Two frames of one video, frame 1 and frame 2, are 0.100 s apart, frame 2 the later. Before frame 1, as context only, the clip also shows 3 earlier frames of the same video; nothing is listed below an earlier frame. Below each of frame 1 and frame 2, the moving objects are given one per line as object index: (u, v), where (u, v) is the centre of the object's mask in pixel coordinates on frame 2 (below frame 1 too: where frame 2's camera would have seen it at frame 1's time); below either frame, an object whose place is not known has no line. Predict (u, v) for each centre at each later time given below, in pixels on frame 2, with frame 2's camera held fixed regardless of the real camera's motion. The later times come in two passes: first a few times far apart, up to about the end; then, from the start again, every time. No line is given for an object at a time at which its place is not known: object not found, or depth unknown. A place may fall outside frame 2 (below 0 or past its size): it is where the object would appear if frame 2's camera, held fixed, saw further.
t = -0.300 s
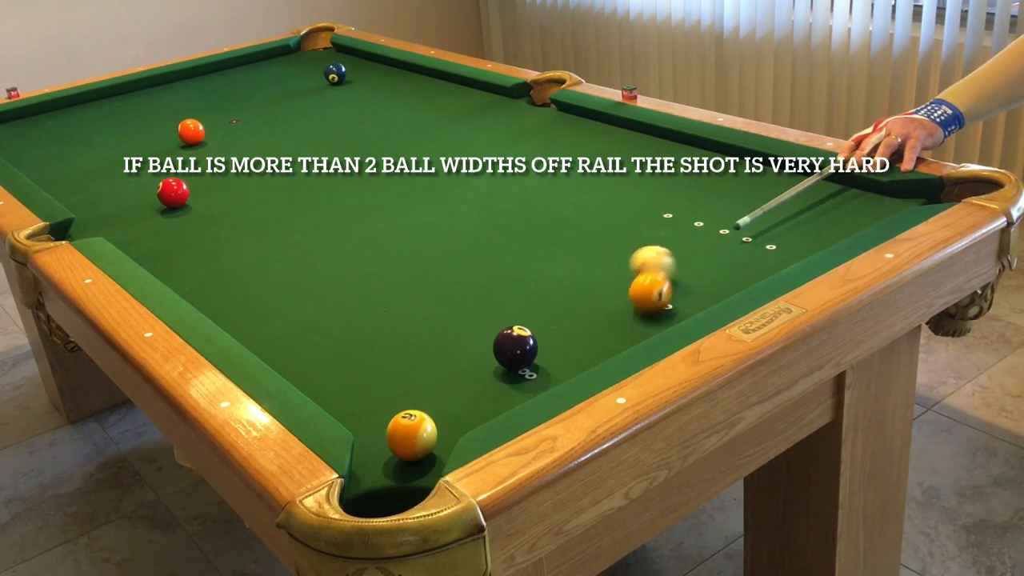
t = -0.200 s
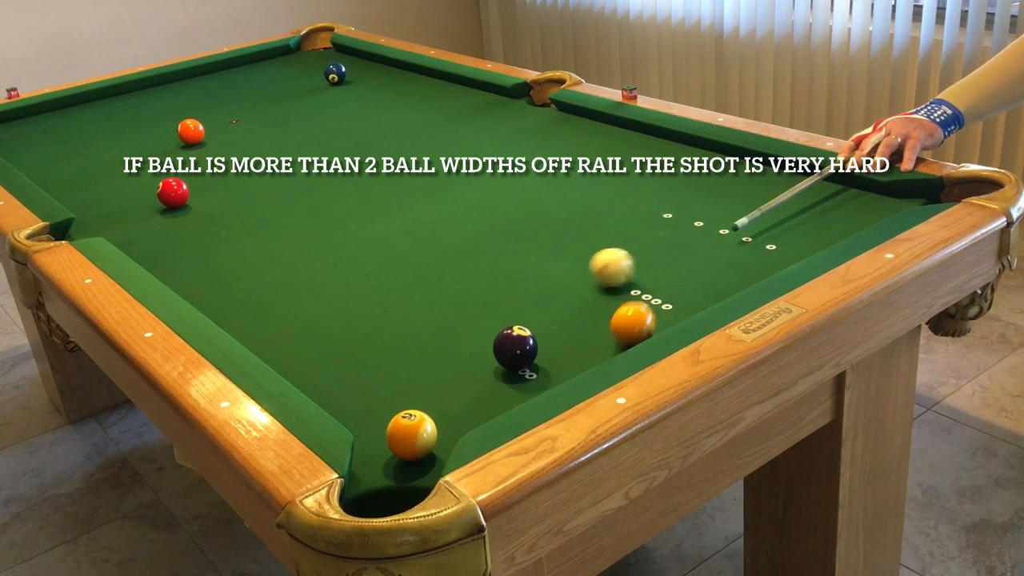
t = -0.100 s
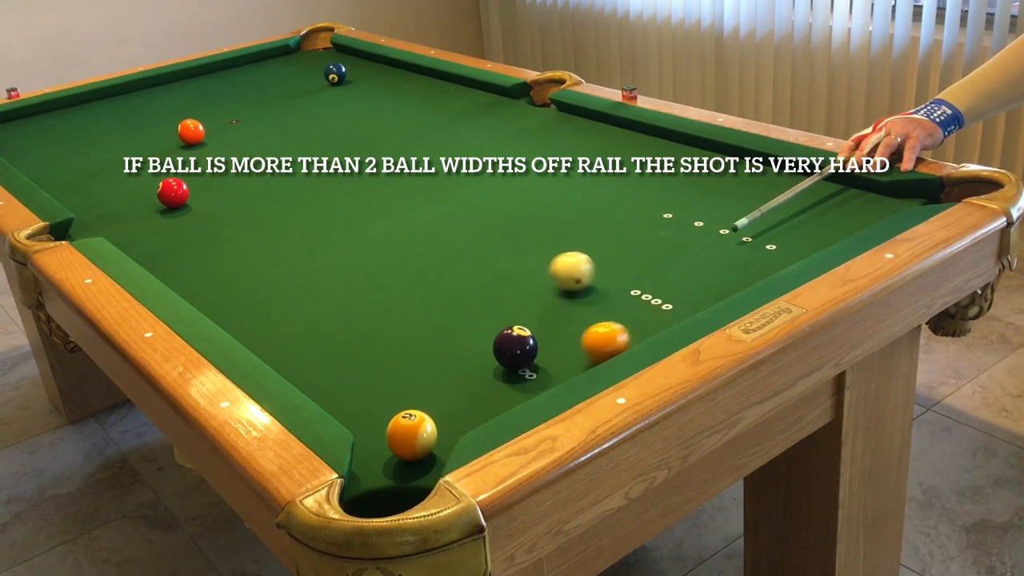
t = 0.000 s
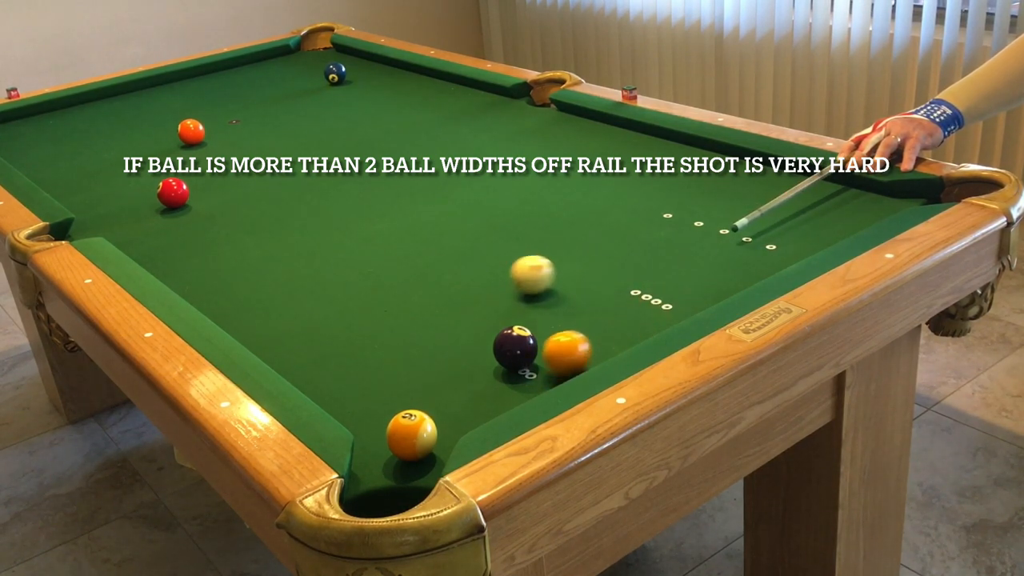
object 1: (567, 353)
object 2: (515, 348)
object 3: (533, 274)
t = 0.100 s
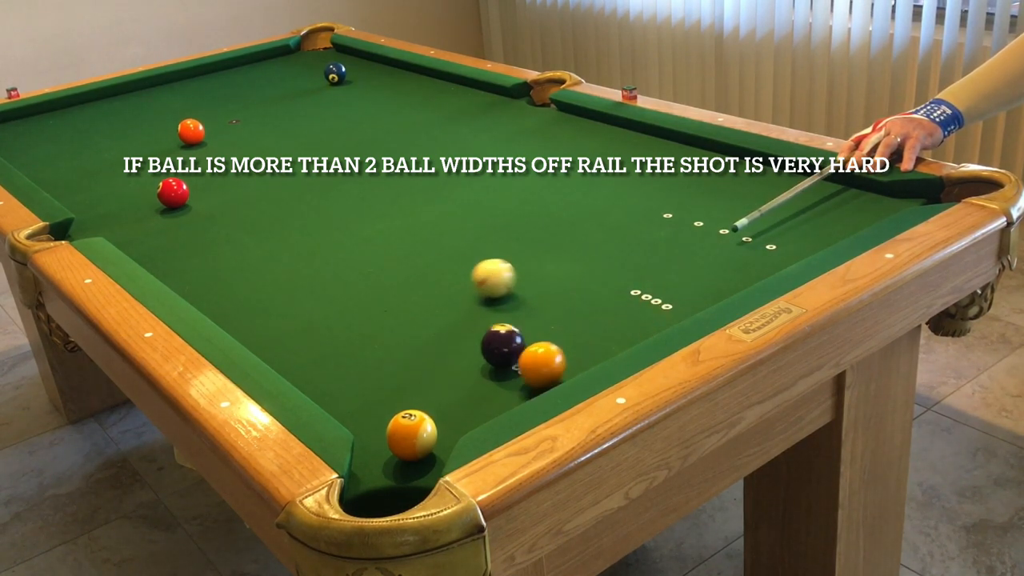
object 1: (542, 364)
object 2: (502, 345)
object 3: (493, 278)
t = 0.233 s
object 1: (513, 381)
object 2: (482, 344)
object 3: (443, 282)
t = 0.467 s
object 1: (461, 411)
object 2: (448, 338)
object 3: (357, 290)
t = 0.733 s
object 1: (445, 425)
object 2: (415, 334)
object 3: (262, 298)
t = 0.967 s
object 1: (438, 434)
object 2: (389, 330)
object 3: (218, 294)
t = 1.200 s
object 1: (434, 440)
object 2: (366, 327)
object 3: (234, 273)
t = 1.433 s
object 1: (432, 442)
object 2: (347, 324)
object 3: (249, 255)
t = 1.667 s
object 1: (432, 442)
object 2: (331, 321)
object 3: (261, 239)
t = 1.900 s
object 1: (433, 441)
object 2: (318, 318)
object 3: (271, 226)
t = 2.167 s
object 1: (433, 441)
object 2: (306, 316)
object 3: (281, 212)
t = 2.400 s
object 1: (433, 441)
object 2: (297, 315)
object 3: (288, 202)
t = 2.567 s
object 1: (433, 441)
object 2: (293, 314)
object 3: (293, 195)
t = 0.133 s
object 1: (535, 369)
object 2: (497, 345)
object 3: (481, 279)
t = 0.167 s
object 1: (527, 373)
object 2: (492, 344)
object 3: (468, 280)
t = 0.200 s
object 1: (520, 377)
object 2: (486, 343)
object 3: (455, 281)
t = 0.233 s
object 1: (513, 381)
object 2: (482, 344)
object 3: (443, 282)
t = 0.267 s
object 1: (505, 386)
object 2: (477, 343)
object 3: (430, 283)
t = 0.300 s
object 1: (498, 390)
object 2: (472, 341)
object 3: (417, 285)
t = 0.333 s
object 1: (491, 394)
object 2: (467, 341)
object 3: (406, 286)
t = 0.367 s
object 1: (483, 398)
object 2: (462, 340)
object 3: (393, 287)
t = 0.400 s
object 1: (476, 402)
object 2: (458, 340)
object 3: (381, 288)
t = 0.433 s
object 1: (468, 407)
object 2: (453, 339)
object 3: (369, 289)
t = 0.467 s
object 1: (461, 411)
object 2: (448, 338)
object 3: (357, 290)
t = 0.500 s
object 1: (455, 414)
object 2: (444, 338)
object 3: (345, 291)
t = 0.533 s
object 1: (454, 416)
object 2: (440, 337)
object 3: (333, 292)
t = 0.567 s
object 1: (452, 418)
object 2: (435, 336)
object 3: (321, 293)
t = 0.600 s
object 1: (451, 419)
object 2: (431, 335)
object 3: (309, 294)
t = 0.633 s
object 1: (449, 421)
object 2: (427, 335)
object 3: (297, 295)
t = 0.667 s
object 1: (448, 422)
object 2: (422, 335)
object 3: (285, 296)
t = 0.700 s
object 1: (446, 424)
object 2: (418, 335)
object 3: (274, 297)
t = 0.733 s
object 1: (445, 425)
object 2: (415, 334)
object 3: (262, 298)
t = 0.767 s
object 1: (444, 427)
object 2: (411, 333)
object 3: (251, 299)
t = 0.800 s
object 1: (443, 428)
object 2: (407, 333)
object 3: (240, 299)
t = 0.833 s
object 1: (442, 430)
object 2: (403, 332)
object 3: (228, 300)
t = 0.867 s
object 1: (441, 431)
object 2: (400, 331)
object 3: (217, 301)
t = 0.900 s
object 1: (440, 432)
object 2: (396, 331)
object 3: (212, 300)
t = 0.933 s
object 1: (439, 433)
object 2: (393, 330)
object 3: (215, 297)
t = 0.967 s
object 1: (438, 434)
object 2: (389, 330)
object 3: (218, 294)
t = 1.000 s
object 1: (438, 435)
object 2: (385, 329)
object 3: (220, 291)
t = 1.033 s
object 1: (437, 436)
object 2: (382, 329)
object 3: (223, 287)
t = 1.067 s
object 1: (436, 437)
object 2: (379, 328)
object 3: (225, 285)
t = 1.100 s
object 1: (435, 438)
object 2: (376, 327)
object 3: (228, 281)
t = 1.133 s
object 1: (434, 439)
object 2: (372, 327)
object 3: (230, 279)
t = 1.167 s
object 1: (434, 439)
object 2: (369, 327)
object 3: (232, 276)
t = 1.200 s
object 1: (434, 440)
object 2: (366, 327)
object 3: (234, 273)
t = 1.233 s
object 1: (433, 440)
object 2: (363, 327)
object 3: (236, 271)
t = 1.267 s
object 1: (433, 441)
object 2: (360, 326)
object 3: (239, 268)
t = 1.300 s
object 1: (432, 441)
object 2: (357, 325)
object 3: (241, 265)
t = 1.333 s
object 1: (432, 442)
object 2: (354, 325)
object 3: (243, 262)
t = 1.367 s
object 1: (432, 442)
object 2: (352, 324)
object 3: (245, 260)
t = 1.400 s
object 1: (432, 442)
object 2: (350, 325)
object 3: (247, 258)
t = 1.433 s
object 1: (432, 442)
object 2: (347, 324)
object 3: (249, 255)
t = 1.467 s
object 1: (432, 442)
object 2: (344, 323)
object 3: (250, 253)
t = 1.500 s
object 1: (432, 442)
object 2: (342, 323)
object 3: (252, 250)
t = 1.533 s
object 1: (432, 442)
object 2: (340, 323)
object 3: (254, 248)
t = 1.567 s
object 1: (432, 442)
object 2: (337, 323)
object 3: (256, 246)
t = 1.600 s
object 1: (432, 442)
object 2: (335, 322)
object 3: (257, 244)
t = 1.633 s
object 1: (432, 442)
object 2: (333, 322)
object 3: (259, 241)
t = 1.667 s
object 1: (432, 442)
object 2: (331, 321)
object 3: (261, 239)
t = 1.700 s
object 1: (432, 442)
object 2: (328, 320)
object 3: (262, 237)
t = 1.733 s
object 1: (432, 442)
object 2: (326, 320)
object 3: (264, 235)
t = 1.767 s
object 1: (433, 442)
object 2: (325, 319)
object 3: (265, 233)
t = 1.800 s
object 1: (433, 441)
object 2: (323, 319)
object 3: (267, 231)
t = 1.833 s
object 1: (433, 441)
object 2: (321, 319)
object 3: (268, 230)
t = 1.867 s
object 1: (433, 441)
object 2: (319, 318)
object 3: (270, 228)
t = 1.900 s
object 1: (433, 441)
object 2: (318, 318)
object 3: (271, 226)
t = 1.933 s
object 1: (433, 441)
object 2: (316, 318)
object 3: (272, 224)
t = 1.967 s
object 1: (433, 441)
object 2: (314, 317)
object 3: (274, 222)
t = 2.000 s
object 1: (433, 441)
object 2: (313, 317)
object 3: (275, 221)
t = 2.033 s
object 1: (433, 441)
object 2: (311, 317)
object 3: (276, 219)
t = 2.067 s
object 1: (433, 441)
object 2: (309, 316)
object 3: (277, 217)
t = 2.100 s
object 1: (433, 441)
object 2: (308, 316)
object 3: (278, 215)
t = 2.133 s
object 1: (433, 441)
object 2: (307, 316)
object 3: (280, 214)
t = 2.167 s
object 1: (433, 441)
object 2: (306, 316)
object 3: (281, 212)
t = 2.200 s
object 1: (433, 441)
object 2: (304, 316)
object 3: (282, 211)
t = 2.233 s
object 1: (433, 441)
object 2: (303, 315)
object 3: (283, 209)
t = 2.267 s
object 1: (433, 441)
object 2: (302, 315)
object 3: (284, 208)
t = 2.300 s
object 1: (433, 441)
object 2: (301, 315)
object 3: (285, 206)
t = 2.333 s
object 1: (433, 441)
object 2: (300, 315)
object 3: (286, 205)
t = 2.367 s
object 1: (433, 441)
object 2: (298, 314)
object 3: (287, 203)
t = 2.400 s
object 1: (433, 441)
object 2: (297, 315)
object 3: (288, 202)
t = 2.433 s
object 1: (433, 441)
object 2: (296, 314)
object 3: (290, 201)
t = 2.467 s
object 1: (433, 441)
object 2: (295, 314)
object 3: (291, 199)
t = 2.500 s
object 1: (433, 441)
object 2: (294, 314)
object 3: (291, 198)
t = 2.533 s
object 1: (433, 441)
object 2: (294, 314)
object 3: (293, 197)
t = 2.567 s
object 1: (433, 441)
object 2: (293, 314)
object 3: (293, 195)
